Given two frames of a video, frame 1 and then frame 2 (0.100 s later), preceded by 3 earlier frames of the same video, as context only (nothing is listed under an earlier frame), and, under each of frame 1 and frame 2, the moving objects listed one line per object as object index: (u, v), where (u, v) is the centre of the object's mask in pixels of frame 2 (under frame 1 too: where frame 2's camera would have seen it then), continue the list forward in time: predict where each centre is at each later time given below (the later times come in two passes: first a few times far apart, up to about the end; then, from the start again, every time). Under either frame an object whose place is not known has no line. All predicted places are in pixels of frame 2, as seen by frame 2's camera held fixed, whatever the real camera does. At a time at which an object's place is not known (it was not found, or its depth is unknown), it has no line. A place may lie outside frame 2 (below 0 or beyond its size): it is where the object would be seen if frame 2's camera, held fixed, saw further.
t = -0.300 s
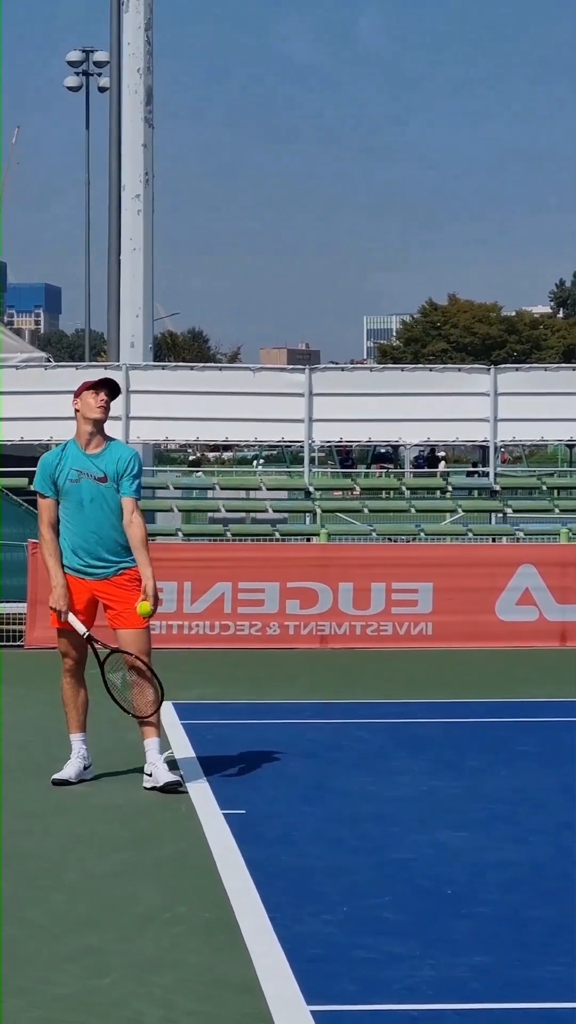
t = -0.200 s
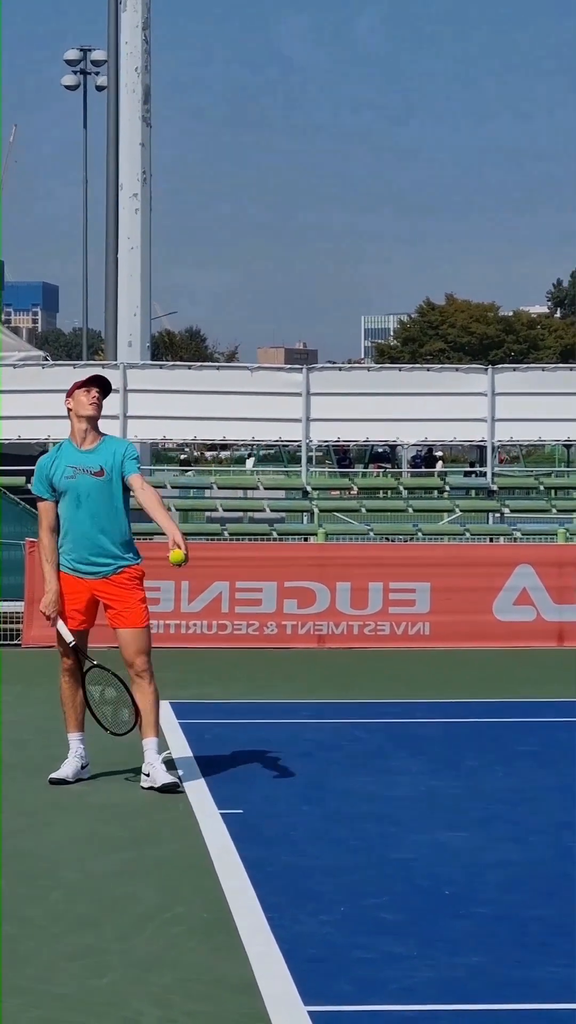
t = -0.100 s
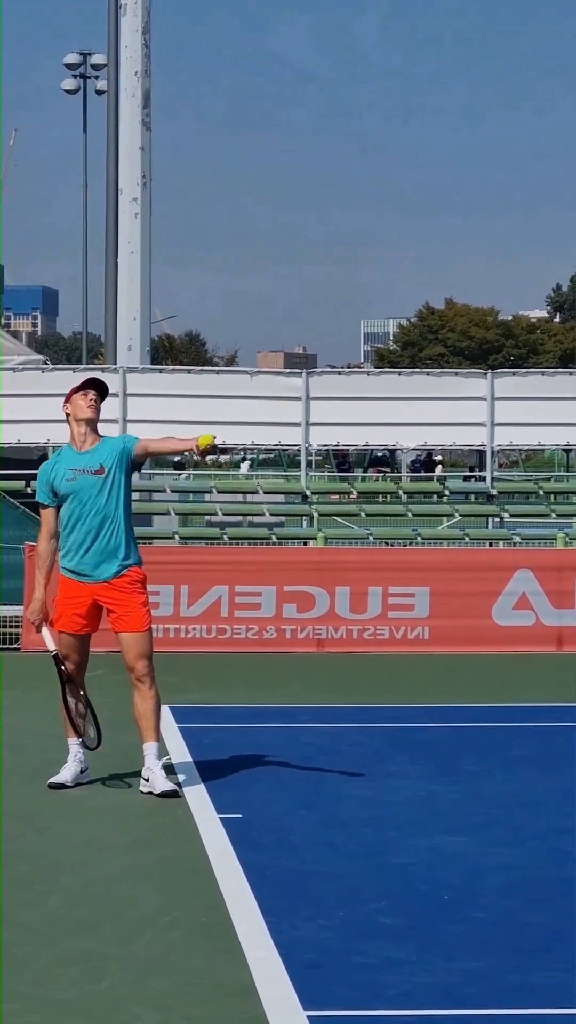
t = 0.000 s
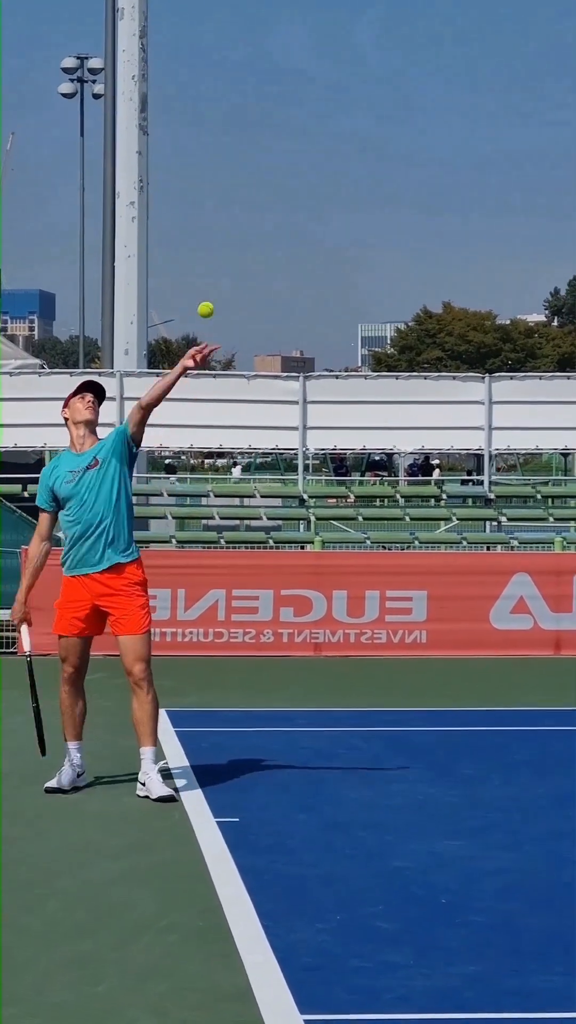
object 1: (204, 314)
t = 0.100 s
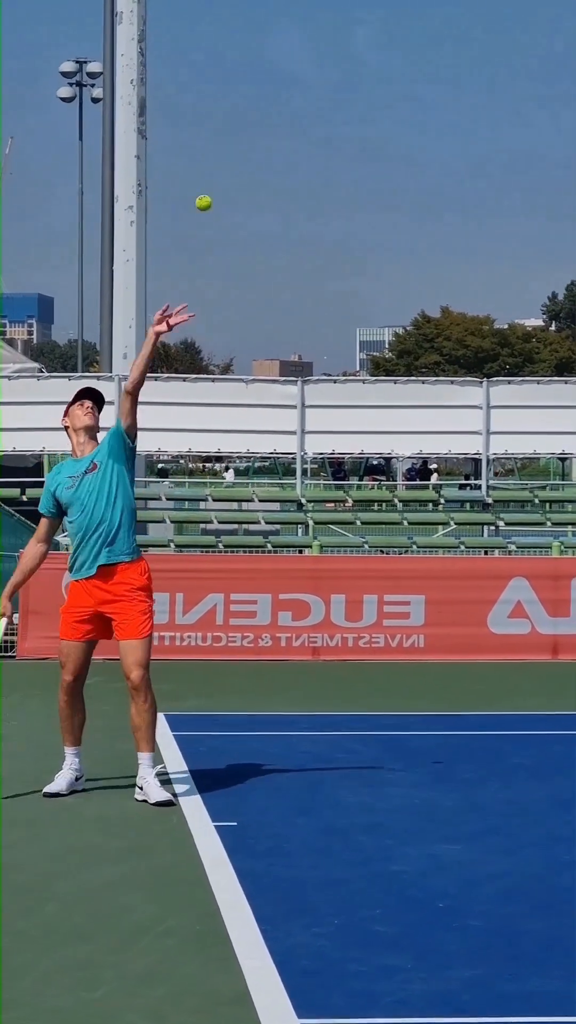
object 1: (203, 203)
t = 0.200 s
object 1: (203, 117)
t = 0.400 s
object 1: (201, 17)
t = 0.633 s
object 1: (199, 15)
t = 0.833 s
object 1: (197, 105)
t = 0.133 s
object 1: (203, 171)
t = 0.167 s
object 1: (203, 143)
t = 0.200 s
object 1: (203, 117)
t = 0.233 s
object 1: (203, 94)
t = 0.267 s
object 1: (202, 73)
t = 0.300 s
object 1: (202, 55)
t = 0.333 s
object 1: (201, 40)
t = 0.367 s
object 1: (201, 27)
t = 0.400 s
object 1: (201, 17)
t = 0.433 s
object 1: (201, 9)
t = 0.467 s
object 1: (201, 4)
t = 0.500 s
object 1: (201, 2)
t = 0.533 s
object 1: (200, 1)
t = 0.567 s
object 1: (200, 4)
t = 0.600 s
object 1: (199, 8)
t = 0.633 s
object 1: (199, 15)
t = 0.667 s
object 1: (199, 24)
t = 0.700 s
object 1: (199, 36)
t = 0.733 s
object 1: (199, 50)
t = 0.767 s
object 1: (198, 66)
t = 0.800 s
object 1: (198, 85)
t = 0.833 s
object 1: (197, 105)
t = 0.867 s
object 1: (197, 128)
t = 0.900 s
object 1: (197, 153)
